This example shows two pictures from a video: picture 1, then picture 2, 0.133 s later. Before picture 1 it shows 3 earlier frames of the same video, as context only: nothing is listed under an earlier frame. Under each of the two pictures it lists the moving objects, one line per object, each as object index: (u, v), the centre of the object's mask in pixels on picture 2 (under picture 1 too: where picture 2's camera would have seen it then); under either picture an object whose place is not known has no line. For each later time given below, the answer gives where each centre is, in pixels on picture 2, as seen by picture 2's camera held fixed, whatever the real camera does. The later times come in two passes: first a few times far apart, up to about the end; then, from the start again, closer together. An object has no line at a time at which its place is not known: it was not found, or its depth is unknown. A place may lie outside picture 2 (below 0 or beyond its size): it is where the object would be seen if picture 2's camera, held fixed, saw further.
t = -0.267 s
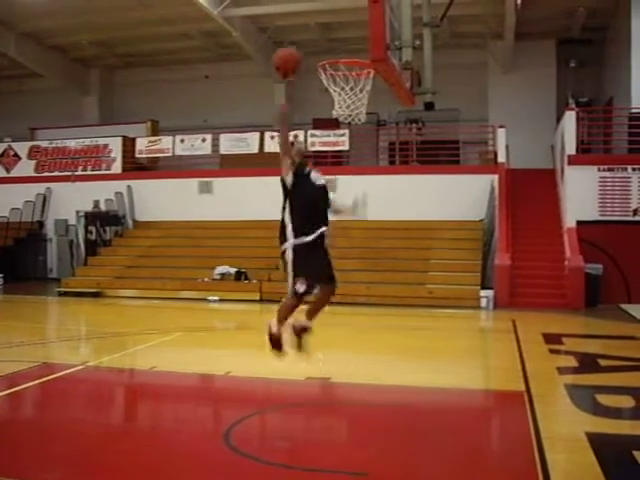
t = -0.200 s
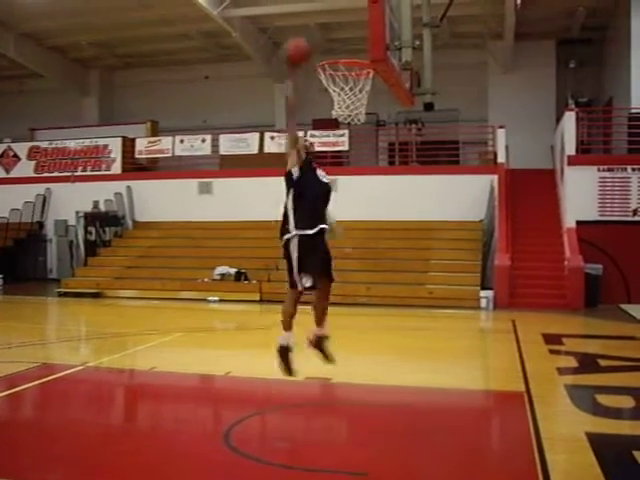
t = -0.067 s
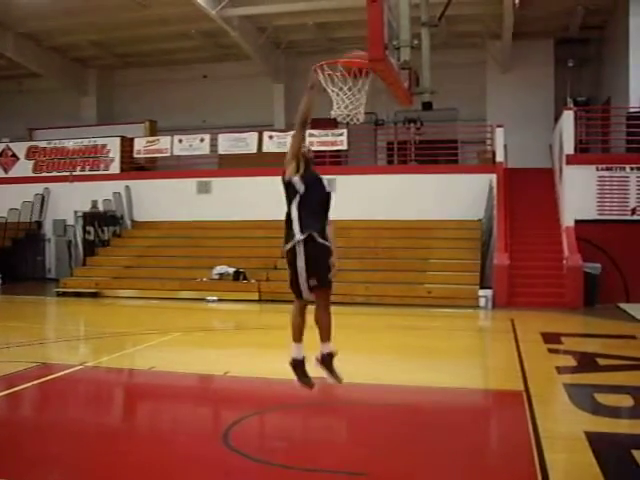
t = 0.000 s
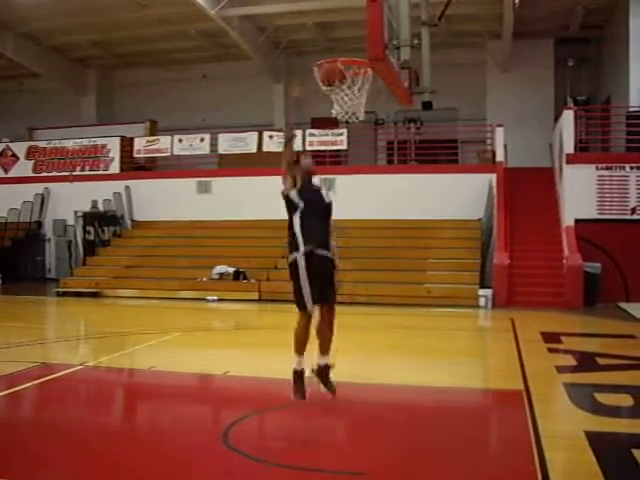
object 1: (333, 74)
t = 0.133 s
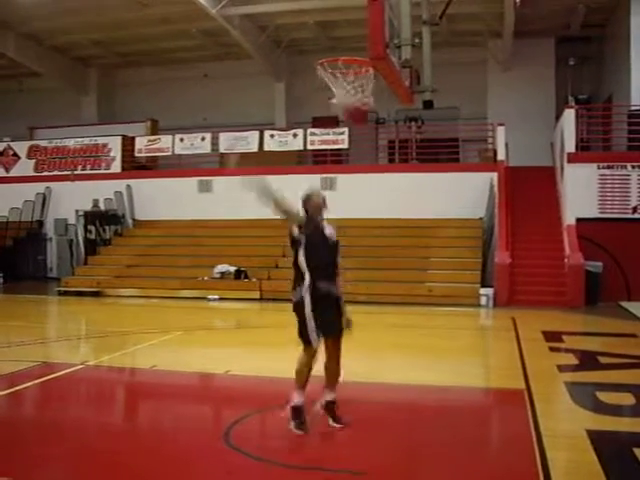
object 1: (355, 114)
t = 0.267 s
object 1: (376, 145)
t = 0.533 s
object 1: (414, 273)
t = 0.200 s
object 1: (365, 123)
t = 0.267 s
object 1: (376, 145)
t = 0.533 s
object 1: (414, 273)
